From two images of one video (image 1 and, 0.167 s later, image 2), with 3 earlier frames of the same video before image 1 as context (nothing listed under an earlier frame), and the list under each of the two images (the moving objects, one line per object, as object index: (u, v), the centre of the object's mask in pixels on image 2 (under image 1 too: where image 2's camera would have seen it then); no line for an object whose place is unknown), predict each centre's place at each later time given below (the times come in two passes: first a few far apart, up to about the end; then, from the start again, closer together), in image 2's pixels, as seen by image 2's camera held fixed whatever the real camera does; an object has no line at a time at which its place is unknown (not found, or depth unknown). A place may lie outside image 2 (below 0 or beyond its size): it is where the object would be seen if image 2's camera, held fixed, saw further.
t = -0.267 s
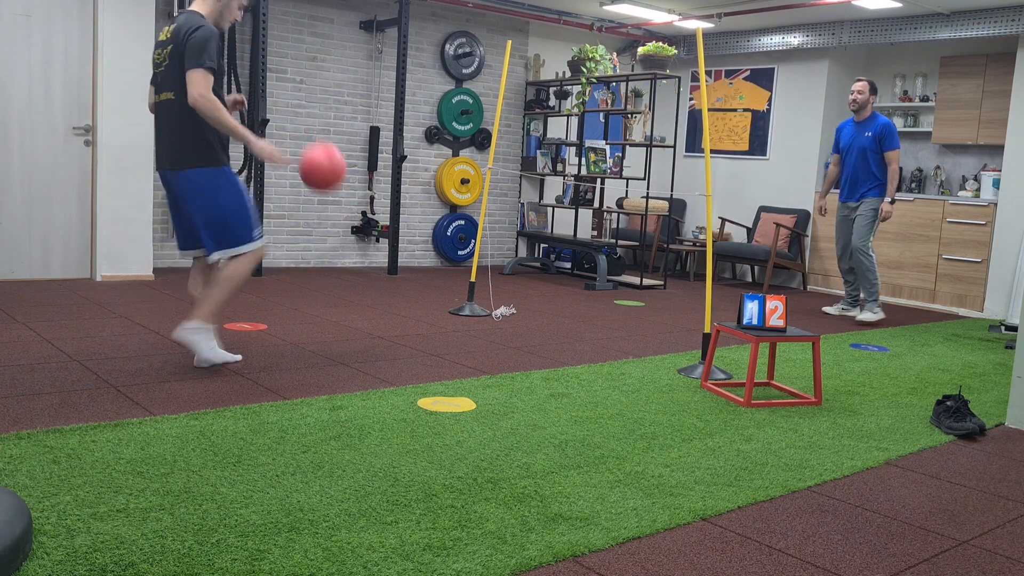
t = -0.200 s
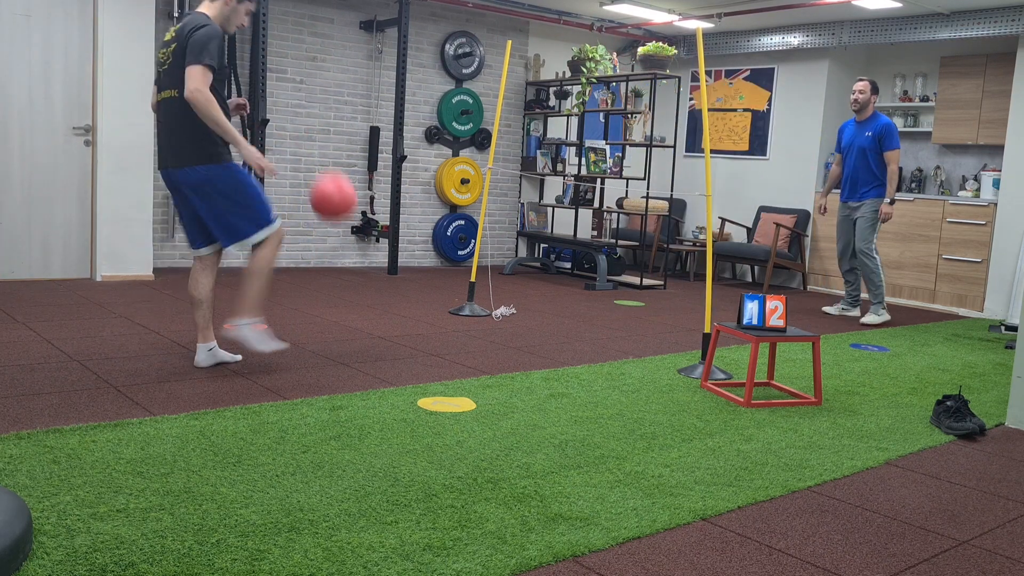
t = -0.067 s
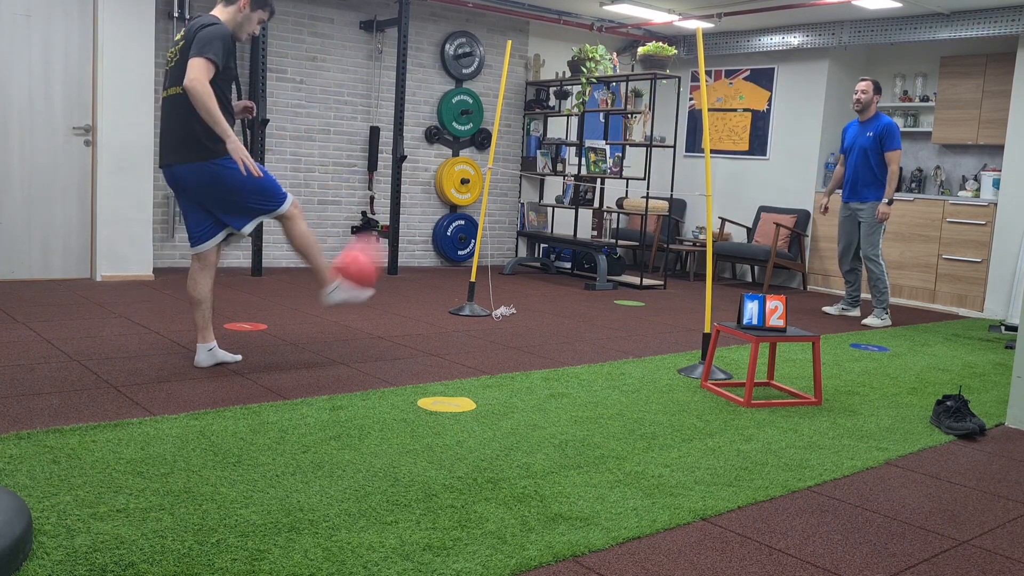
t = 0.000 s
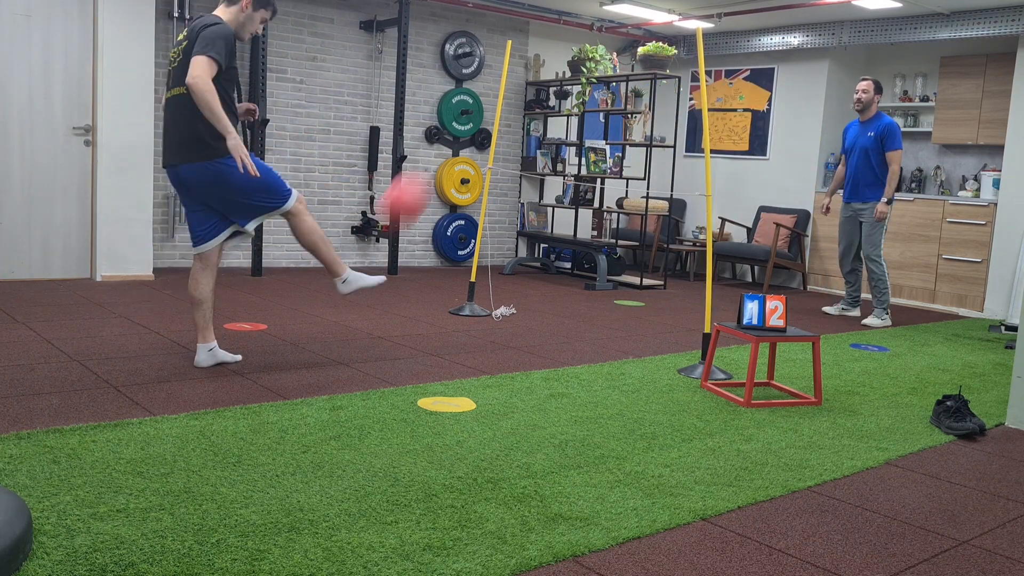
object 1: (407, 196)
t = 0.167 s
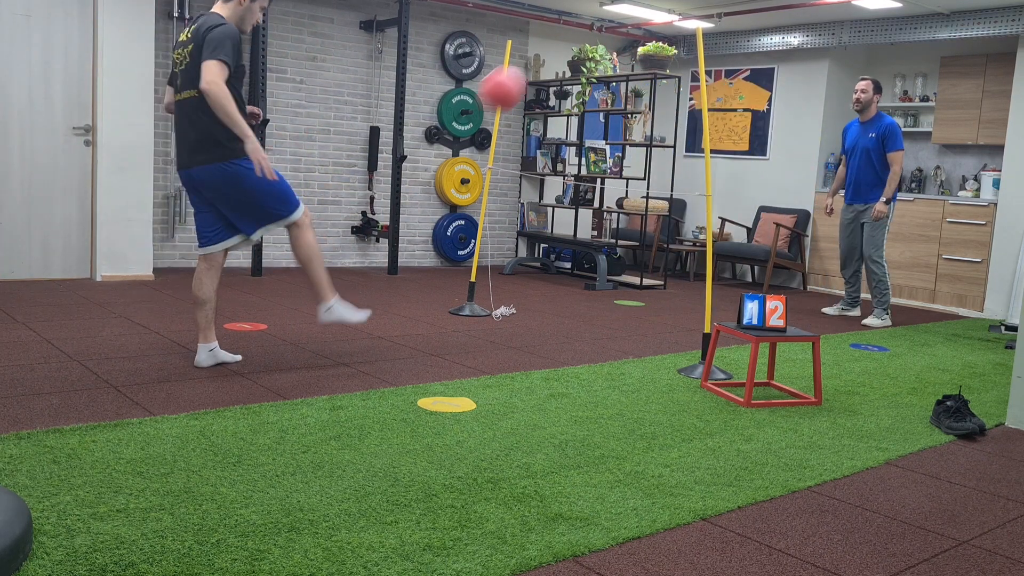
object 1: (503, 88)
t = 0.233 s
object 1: (533, 66)
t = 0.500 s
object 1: (617, 66)
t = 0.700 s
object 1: (662, 131)
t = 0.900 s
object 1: (691, 236)
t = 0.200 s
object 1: (519, 75)
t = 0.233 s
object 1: (533, 66)
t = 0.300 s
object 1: (558, 54)
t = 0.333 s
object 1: (568, 52)
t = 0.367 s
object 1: (578, 51)
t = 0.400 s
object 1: (588, 53)
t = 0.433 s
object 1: (598, 55)
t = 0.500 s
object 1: (617, 66)
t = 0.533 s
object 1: (626, 73)
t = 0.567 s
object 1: (633, 82)
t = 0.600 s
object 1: (642, 93)
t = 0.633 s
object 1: (649, 105)
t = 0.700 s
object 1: (662, 131)
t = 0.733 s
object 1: (669, 147)
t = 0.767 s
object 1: (674, 163)
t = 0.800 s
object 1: (680, 179)
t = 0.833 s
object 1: (684, 199)
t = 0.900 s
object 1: (691, 236)
